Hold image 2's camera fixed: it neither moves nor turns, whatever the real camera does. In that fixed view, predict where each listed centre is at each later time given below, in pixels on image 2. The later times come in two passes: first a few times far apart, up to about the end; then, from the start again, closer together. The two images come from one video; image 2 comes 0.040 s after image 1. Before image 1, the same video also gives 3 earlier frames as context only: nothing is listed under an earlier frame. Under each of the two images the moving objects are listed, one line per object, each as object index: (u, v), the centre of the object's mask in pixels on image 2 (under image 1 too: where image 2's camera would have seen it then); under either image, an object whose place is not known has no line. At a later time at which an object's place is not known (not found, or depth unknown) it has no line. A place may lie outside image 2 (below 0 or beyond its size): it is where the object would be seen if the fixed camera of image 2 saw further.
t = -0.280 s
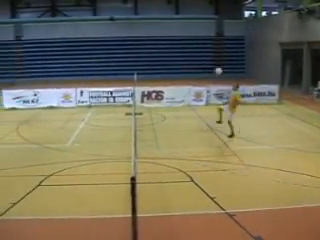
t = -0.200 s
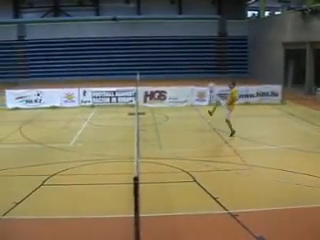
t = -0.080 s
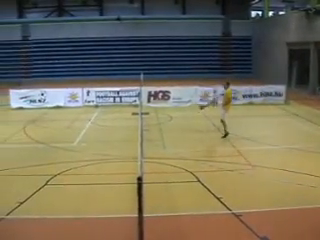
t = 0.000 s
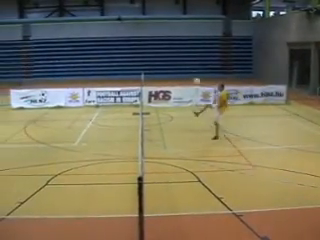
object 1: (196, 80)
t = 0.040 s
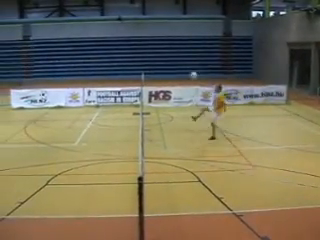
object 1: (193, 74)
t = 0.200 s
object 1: (180, 53)
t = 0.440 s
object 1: (158, 36)
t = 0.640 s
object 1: (139, 35)
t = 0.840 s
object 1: (119, 51)
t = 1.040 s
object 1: (99, 83)
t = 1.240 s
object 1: (78, 135)
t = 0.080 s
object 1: (190, 68)
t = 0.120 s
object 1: (187, 63)
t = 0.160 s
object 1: (183, 57)
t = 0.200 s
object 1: (180, 53)
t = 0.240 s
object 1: (177, 48)
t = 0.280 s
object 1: (173, 45)
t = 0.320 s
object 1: (170, 42)
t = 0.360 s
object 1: (166, 39)
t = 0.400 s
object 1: (162, 37)
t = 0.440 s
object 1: (158, 36)
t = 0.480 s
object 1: (155, 35)
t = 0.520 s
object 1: (151, 34)
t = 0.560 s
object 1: (147, 34)
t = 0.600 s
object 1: (143, 34)
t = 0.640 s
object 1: (139, 35)
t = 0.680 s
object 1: (135, 37)
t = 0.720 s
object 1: (131, 39)
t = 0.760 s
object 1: (127, 43)
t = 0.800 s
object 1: (124, 46)
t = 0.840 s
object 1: (119, 51)
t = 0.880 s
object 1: (115, 56)
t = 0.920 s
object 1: (111, 62)
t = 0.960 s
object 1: (107, 69)
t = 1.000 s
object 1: (103, 75)
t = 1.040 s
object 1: (99, 83)
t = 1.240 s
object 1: (78, 135)
